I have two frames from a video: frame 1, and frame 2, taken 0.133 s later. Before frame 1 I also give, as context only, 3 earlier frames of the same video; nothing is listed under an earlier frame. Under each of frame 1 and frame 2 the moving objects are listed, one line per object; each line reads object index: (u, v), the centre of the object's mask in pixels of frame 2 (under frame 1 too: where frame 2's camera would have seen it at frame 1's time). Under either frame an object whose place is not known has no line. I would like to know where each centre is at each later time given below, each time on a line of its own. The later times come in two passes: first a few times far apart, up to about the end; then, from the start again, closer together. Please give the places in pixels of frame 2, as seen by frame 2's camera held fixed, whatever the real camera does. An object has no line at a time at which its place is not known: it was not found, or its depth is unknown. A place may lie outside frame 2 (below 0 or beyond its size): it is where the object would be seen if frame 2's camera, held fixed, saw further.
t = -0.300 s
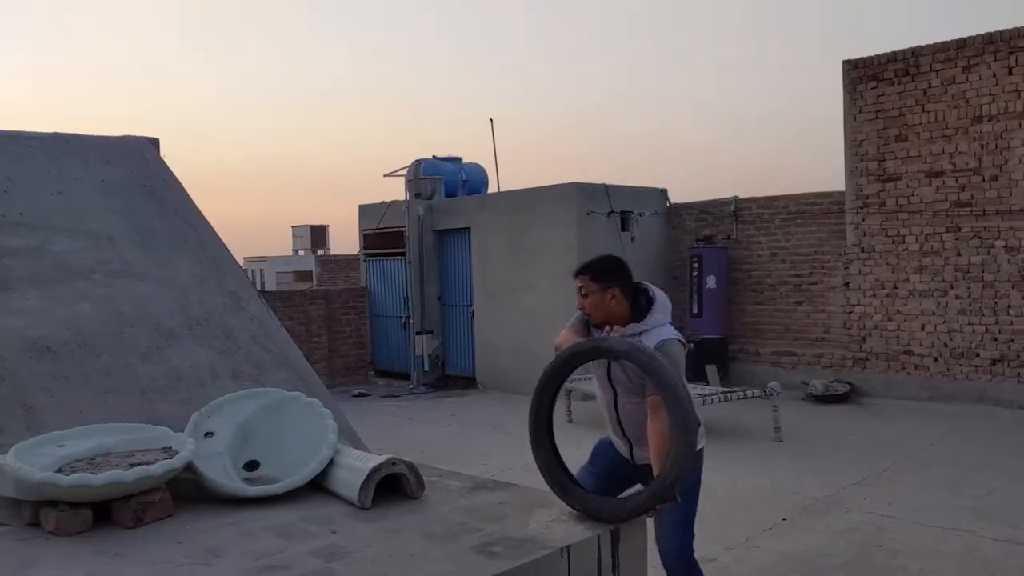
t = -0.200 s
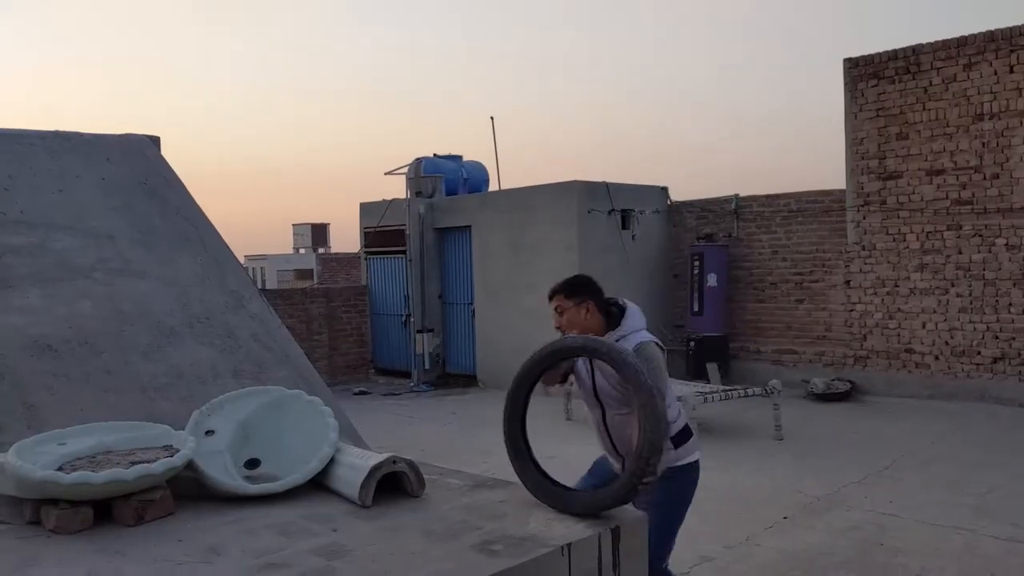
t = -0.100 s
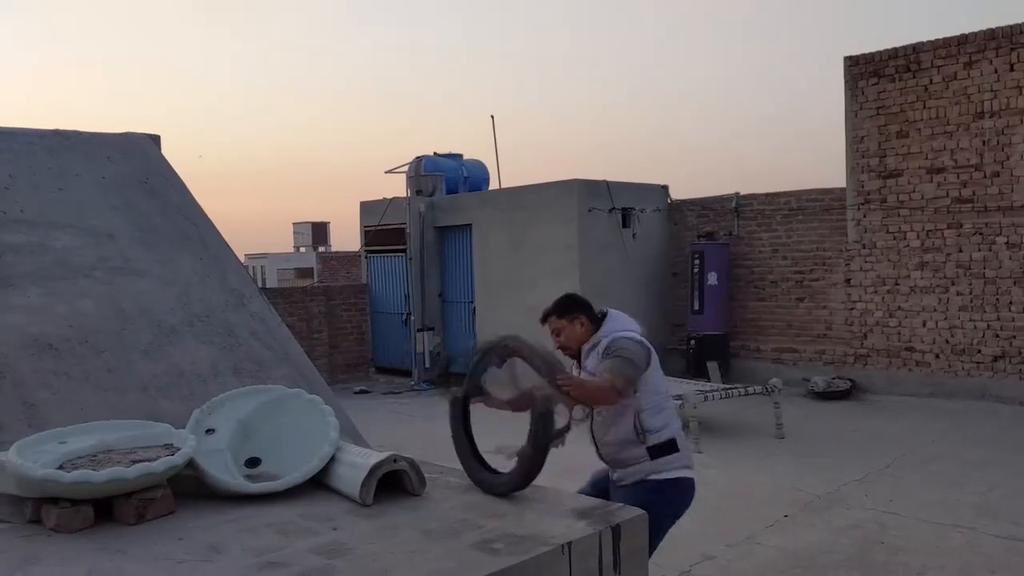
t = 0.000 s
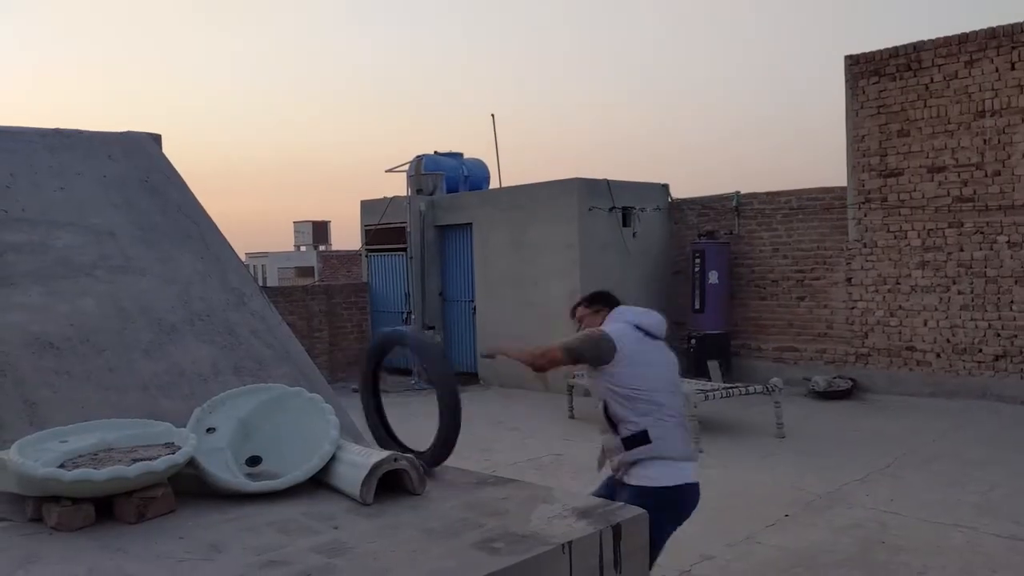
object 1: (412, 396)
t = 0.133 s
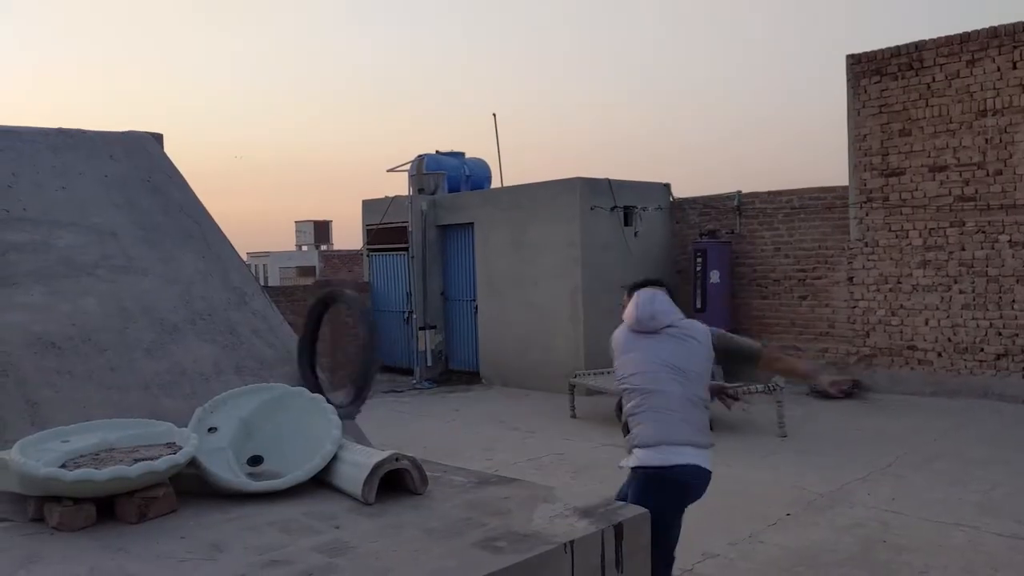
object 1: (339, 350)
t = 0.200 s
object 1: (321, 300)
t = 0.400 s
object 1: (272, 206)
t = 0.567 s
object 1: (239, 196)
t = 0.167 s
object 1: (331, 328)
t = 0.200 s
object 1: (321, 300)
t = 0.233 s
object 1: (312, 273)
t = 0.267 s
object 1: (303, 254)
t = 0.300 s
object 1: (294, 239)
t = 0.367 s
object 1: (279, 214)
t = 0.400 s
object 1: (272, 206)
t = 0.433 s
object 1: (265, 200)
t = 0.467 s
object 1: (259, 195)
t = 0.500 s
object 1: (252, 193)
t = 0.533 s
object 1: (246, 193)
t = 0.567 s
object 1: (239, 196)
